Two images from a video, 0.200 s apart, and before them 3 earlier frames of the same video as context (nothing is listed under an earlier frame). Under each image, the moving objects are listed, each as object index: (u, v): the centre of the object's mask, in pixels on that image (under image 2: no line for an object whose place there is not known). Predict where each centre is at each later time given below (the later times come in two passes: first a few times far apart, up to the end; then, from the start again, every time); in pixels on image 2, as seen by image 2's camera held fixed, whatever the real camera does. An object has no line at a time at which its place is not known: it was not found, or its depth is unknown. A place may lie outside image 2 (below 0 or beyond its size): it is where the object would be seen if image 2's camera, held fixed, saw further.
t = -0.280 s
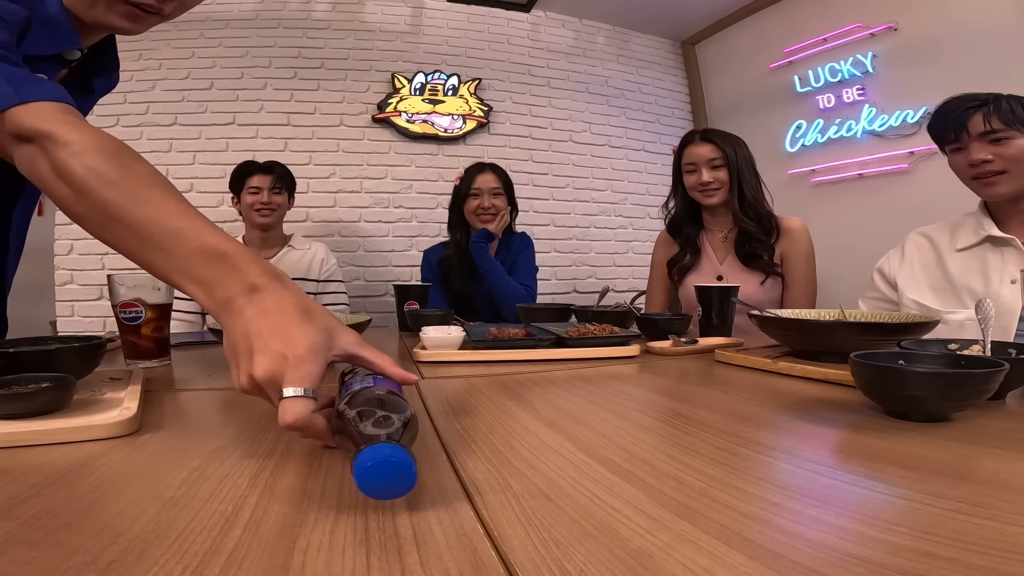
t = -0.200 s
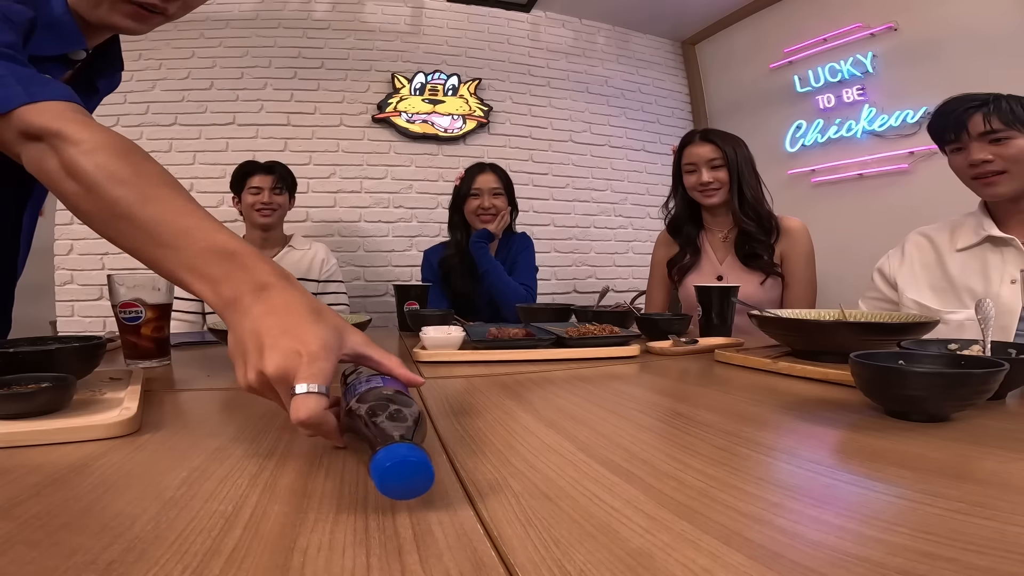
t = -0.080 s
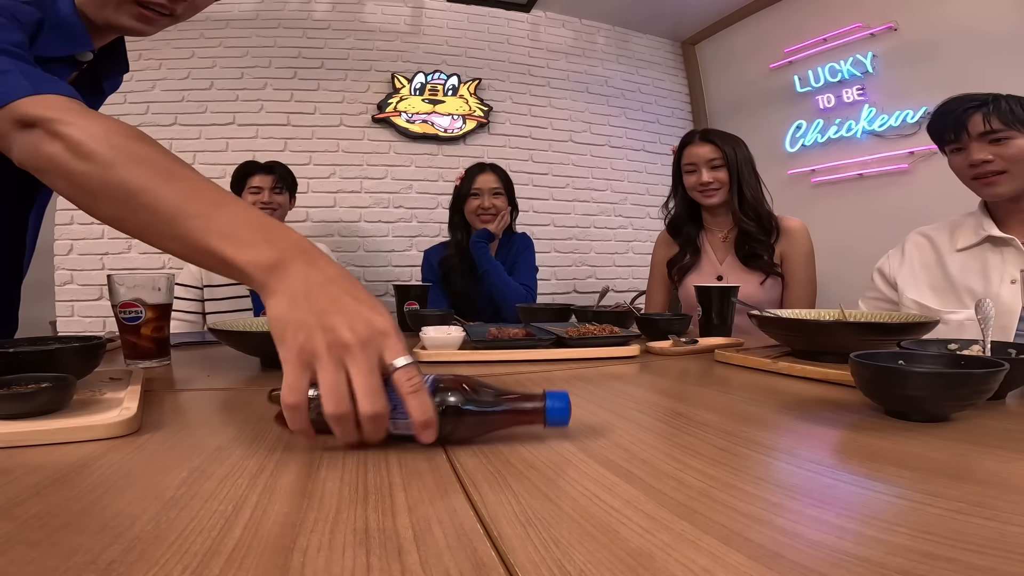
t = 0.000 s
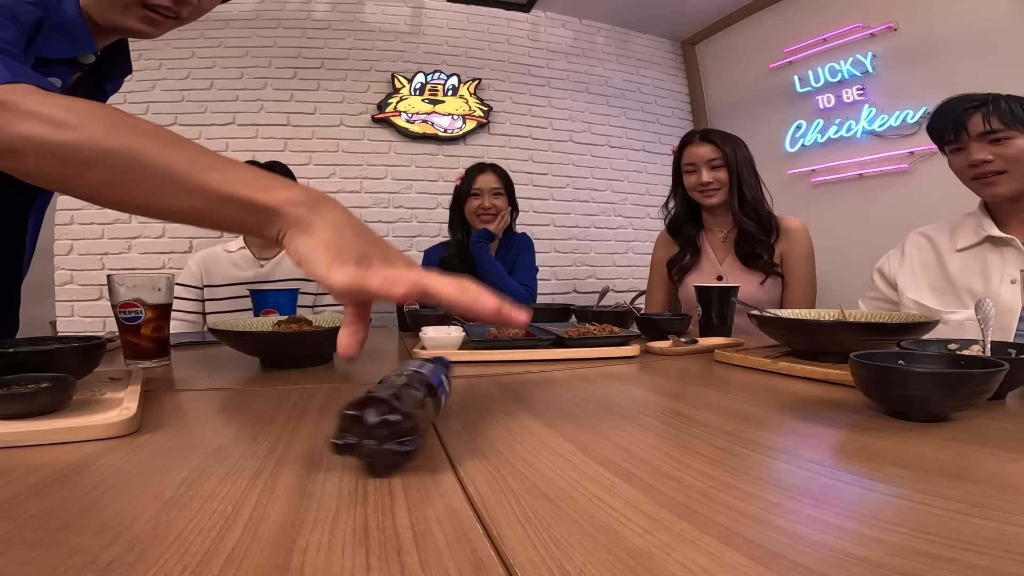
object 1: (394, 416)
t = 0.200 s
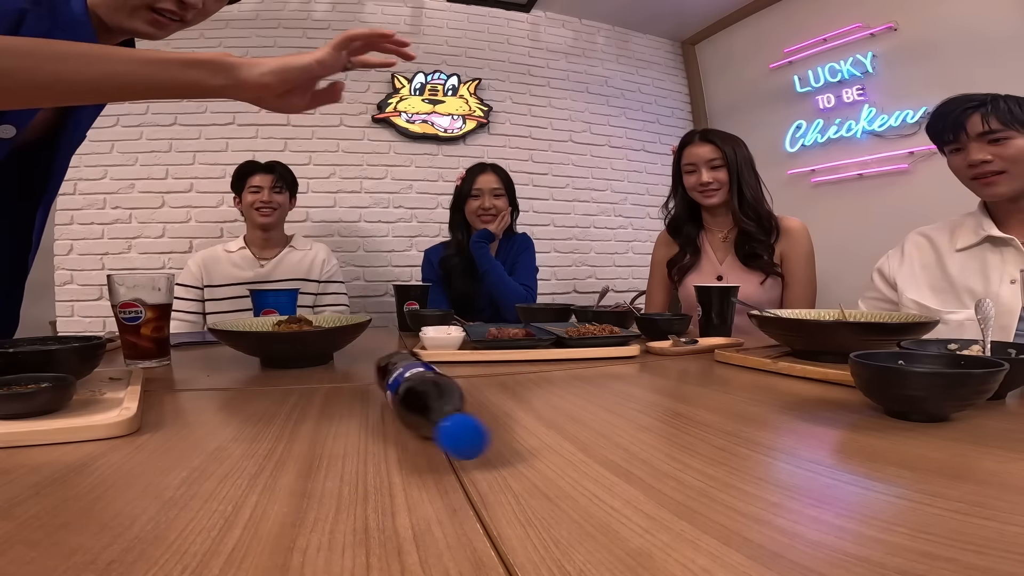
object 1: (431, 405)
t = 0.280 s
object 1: (418, 389)
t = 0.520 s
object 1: (403, 386)
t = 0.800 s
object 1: (408, 385)
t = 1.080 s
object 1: (403, 384)
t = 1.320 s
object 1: (418, 397)
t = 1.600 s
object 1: (404, 386)
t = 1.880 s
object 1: (400, 398)
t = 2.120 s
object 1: (408, 392)
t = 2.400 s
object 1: (412, 392)
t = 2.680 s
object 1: (415, 391)
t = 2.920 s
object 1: (412, 392)
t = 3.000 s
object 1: (410, 392)
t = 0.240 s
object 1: (438, 394)
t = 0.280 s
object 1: (418, 389)
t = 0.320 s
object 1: (401, 392)
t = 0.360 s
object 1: (398, 397)
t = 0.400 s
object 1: (421, 400)
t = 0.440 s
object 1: (432, 391)
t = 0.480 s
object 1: (420, 386)
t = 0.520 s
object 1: (403, 386)
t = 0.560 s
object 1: (391, 390)
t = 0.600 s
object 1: (394, 395)
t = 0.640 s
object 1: (416, 396)
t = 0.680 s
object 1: (432, 392)
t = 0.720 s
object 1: (431, 387)
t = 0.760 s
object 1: (420, 384)
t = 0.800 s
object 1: (408, 385)
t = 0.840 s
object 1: (397, 387)
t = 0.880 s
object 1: (392, 391)
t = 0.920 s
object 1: (399, 396)
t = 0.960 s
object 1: (417, 396)
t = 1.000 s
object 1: (422, 389)
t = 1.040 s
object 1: (416, 385)
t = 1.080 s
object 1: (403, 384)
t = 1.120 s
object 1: (391, 385)
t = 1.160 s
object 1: (381, 388)
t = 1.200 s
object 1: (377, 393)
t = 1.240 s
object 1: (385, 397)
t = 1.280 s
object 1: (401, 399)
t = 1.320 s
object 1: (418, 397)
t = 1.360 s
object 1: (428, 394)
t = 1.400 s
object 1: (432, 391)
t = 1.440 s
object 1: (429, 388)
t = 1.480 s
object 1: (424, 386)
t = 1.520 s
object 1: (417, 385)
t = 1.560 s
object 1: (410, 385)
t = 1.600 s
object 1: (404, 386)
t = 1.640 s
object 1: (397, 388)
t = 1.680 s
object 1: (393, 390)
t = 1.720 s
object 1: (392, 391)
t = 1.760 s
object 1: (392, 393)
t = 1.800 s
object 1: (394, 395)
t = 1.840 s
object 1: (396, 397)
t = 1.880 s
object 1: (400, 398)
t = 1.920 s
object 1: (405, 399)
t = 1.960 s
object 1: (409, 397)
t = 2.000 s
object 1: (411, 395)
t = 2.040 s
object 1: (411, 394)
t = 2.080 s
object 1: (409, 393)
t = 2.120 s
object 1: (408, 392)
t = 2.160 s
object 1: (407, 392)
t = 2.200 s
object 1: (407, 392)
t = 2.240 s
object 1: (407, 392)
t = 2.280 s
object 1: (408, 392)
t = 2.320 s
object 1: (410, 392)
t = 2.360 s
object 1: (411, 392)
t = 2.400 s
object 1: (412, 392)
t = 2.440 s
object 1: (413, 391)
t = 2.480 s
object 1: (414, 391)
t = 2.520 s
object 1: (414, 391)
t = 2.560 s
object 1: (415, 391)
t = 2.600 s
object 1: (415, 391)
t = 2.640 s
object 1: (415, 391)
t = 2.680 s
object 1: (415, 391)
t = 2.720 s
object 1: (415, 391)
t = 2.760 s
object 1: (414, 391)
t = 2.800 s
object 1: (414, 391)
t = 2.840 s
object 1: (413, 391)
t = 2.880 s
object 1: (413, 391)
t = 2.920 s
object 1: (412, 392)
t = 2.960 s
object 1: (411, 392)
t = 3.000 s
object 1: (410, 392)
